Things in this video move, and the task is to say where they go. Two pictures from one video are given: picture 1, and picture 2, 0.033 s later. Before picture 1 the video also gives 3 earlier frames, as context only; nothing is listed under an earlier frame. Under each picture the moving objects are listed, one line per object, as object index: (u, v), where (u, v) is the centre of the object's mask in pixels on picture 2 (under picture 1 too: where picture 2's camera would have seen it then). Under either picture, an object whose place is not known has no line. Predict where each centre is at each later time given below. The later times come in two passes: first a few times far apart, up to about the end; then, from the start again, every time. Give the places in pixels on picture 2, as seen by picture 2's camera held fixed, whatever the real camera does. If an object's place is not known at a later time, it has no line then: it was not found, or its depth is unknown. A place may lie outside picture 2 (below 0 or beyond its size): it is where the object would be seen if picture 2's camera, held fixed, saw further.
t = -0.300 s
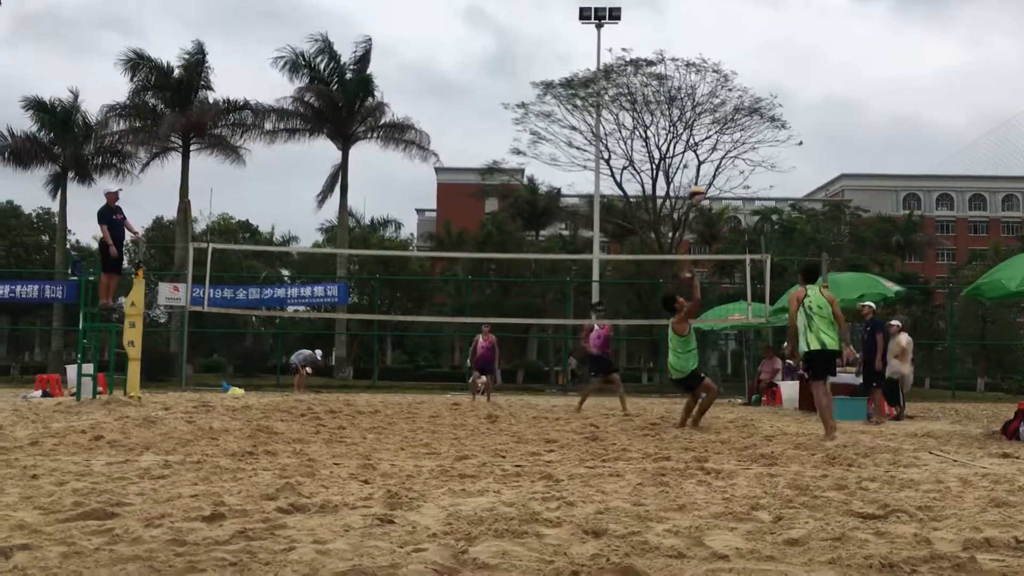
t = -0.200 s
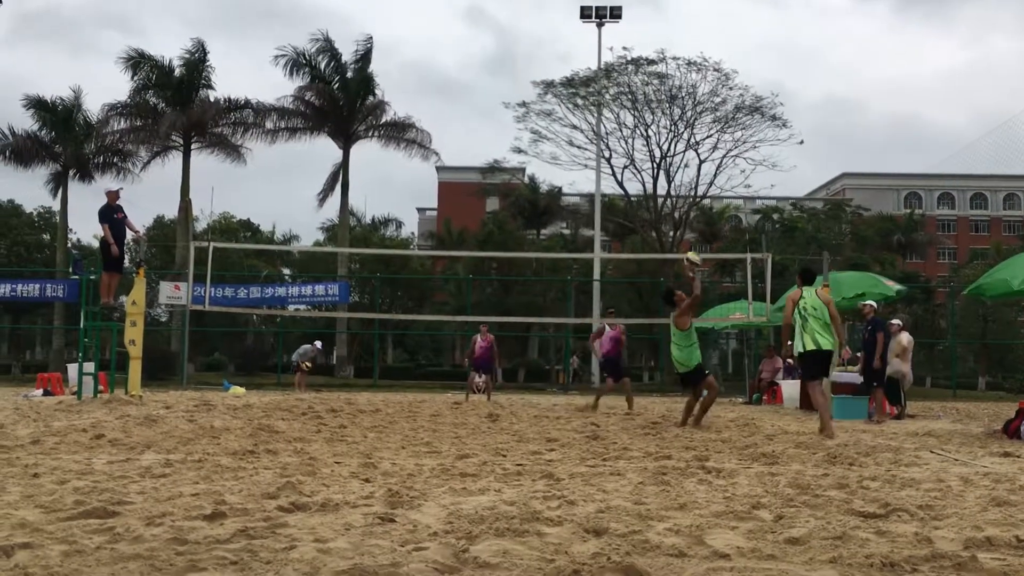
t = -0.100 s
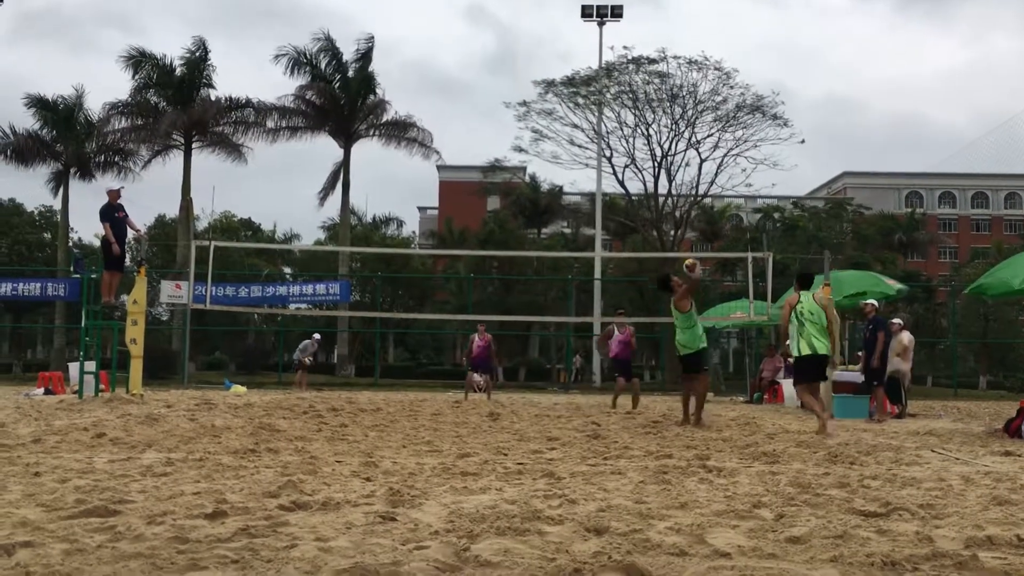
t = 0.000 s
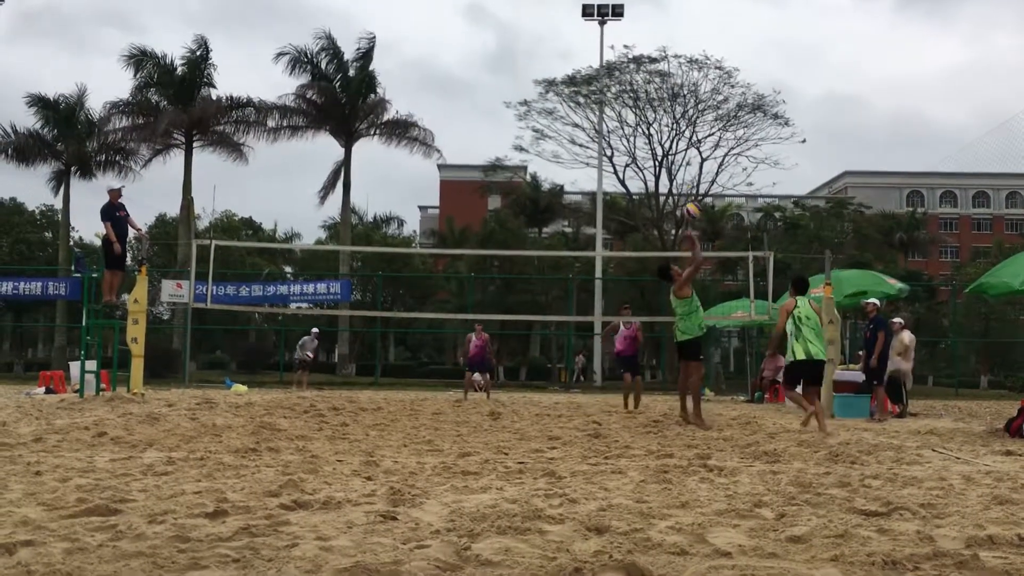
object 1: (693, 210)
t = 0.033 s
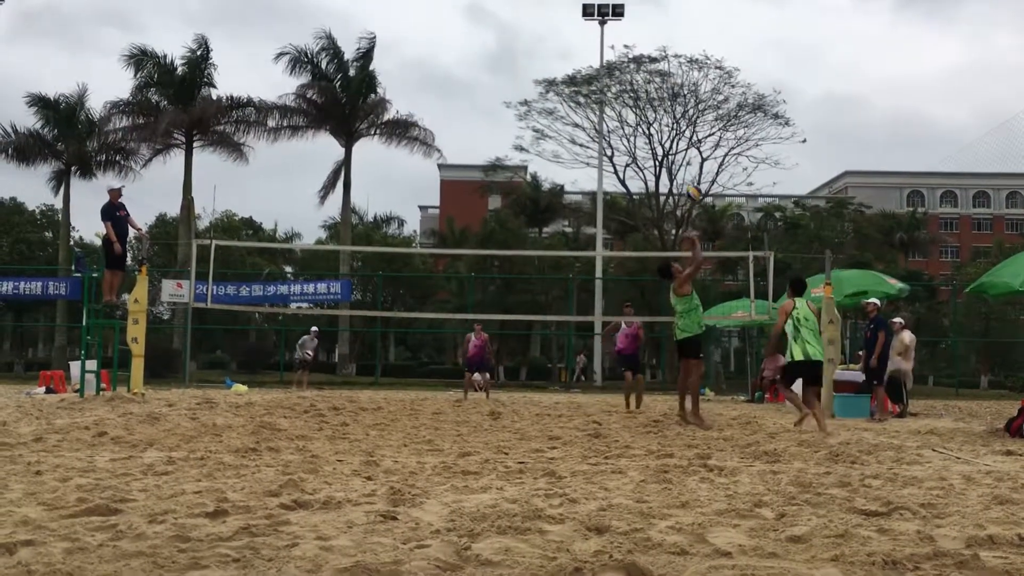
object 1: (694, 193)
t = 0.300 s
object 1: (691, 84)
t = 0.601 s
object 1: (686, 31)
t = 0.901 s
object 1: (679, 47)
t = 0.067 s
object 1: (693, 176)
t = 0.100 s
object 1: (693, 160)
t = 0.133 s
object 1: (693, 145)
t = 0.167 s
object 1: (692, 131)
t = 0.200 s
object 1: (692, 119)
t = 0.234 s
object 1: (692, 105)
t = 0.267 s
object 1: (691, 95)
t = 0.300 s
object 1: (691, 84)
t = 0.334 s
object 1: (690, 74)
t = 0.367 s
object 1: (690, 65)
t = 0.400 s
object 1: (690, 58)
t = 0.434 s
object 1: (689, 51)
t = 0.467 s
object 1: (689, 45)
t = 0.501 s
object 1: (688, 40)
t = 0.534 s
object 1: (687, 36)
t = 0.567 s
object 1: (687, 33)
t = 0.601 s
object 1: (686, 31)
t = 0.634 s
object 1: (685, 29)
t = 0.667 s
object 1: (684, 29)
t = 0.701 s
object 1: (684, 29)
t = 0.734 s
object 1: (683, 29)
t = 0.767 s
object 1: (682, 32)
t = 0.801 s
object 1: (681, 34)
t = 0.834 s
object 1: (681, 37)
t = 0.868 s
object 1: (680, 42)
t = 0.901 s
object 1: (679, 47)
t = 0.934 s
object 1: (678, 52)
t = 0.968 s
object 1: (678, 59)
